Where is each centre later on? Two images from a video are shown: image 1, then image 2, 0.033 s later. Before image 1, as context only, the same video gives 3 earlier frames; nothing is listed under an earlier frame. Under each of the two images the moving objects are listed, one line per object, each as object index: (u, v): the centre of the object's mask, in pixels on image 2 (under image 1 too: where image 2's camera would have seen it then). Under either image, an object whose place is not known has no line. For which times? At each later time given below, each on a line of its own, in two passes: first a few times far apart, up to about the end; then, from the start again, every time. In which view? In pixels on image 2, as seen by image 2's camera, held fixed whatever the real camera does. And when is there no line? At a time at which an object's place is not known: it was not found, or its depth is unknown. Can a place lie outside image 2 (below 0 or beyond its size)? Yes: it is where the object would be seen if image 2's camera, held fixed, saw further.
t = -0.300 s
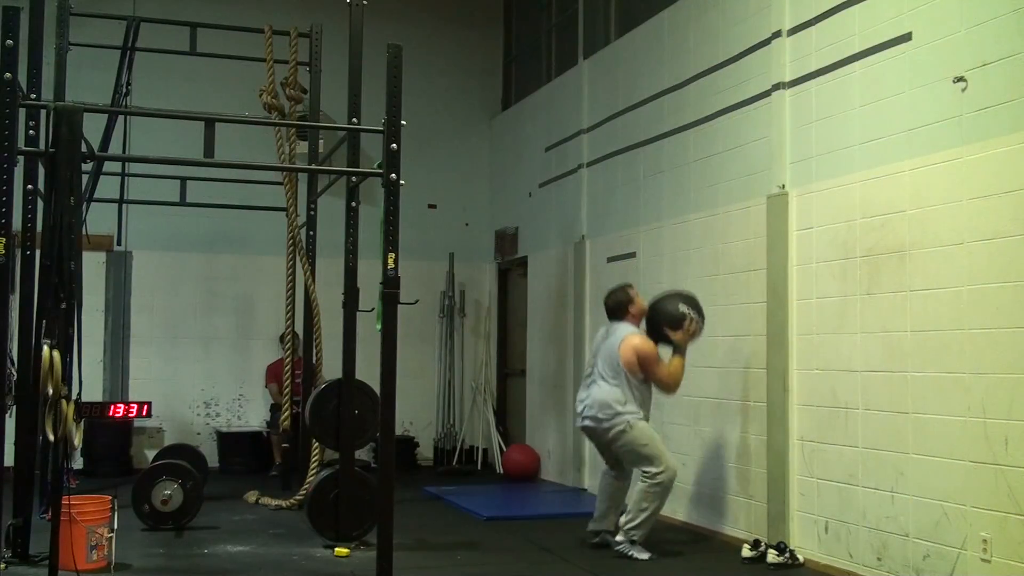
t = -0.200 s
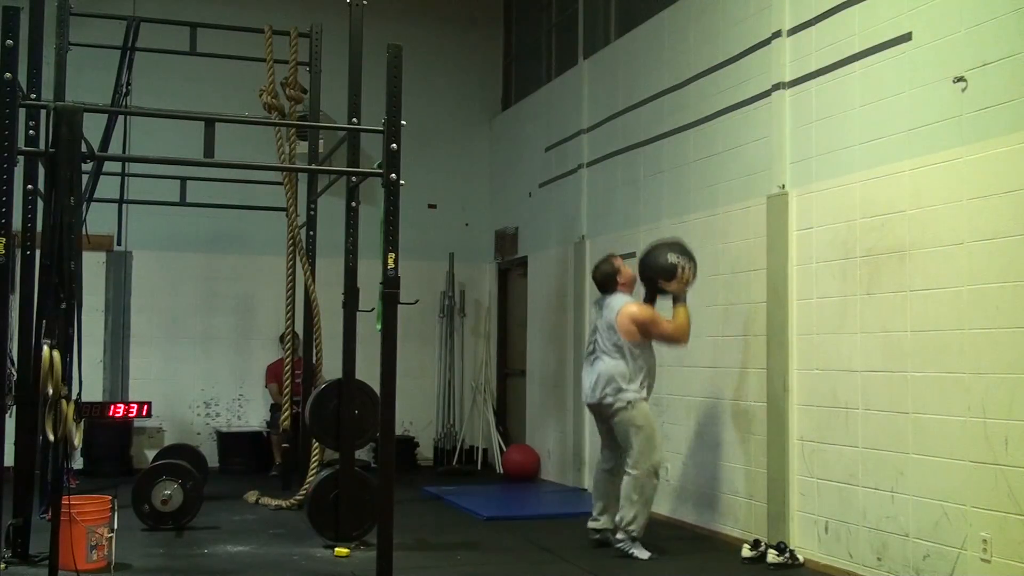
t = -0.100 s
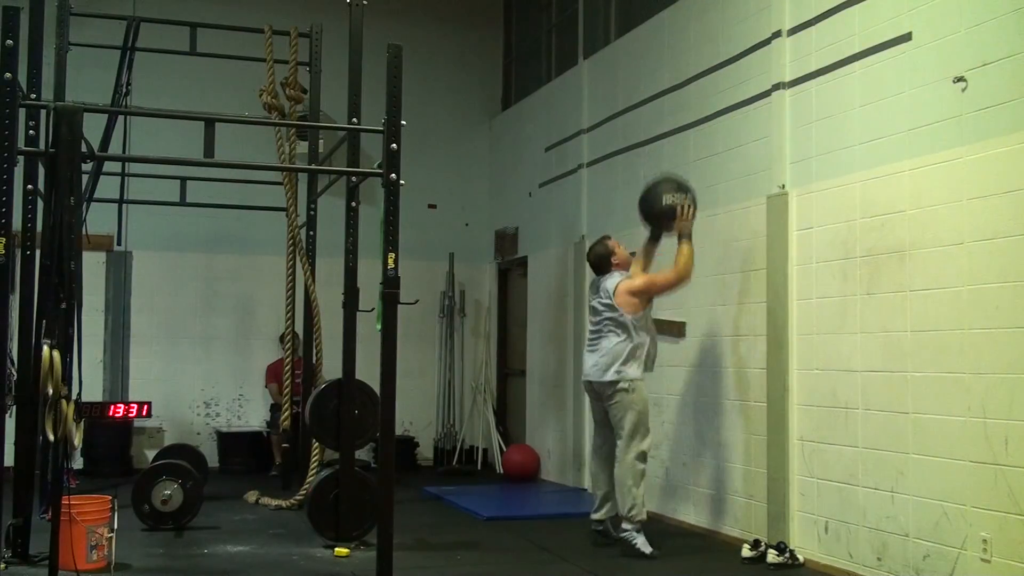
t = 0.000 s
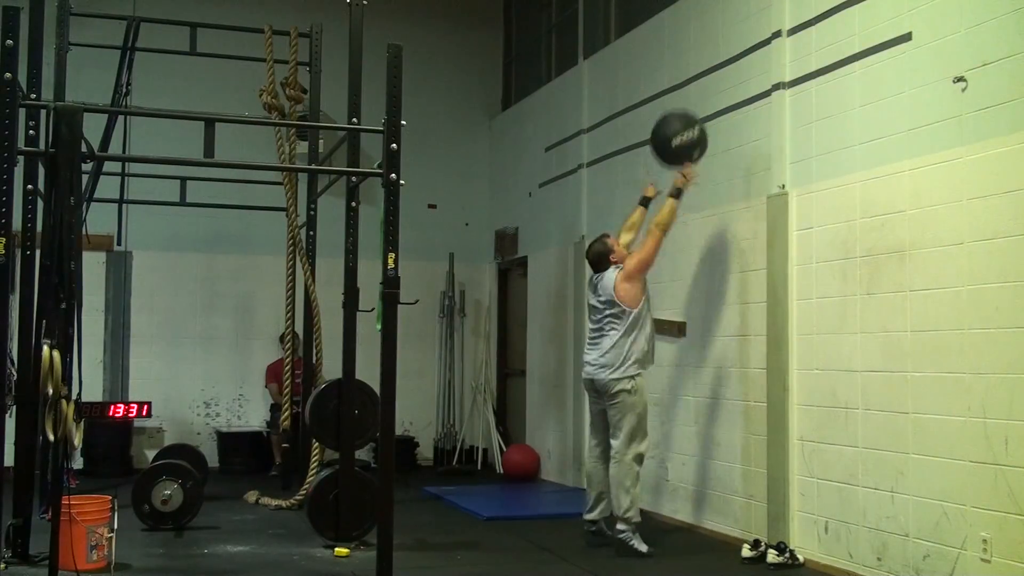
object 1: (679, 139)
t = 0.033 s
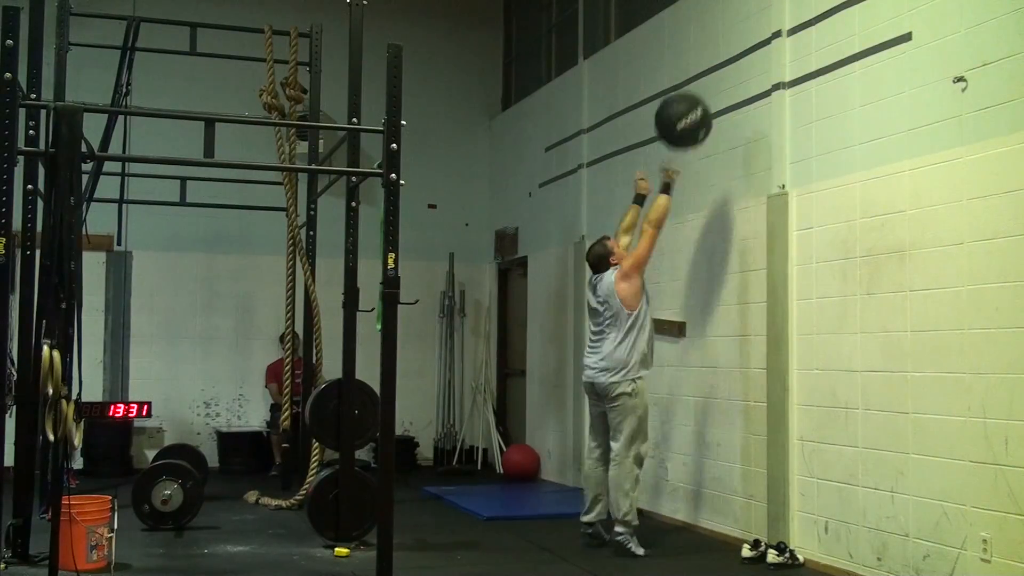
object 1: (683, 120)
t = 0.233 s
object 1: (707, 46)
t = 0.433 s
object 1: (730, 32)
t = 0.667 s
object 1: (714, 94)
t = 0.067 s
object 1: (687, 104)
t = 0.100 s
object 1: (691, 89)
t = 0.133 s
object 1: (695, 75)
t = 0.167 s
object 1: (699, 64)
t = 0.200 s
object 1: (703, 54)
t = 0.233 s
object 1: (707, 46)
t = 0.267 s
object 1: (712, 39)
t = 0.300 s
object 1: (715, 34)
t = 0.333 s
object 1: (719, 31)
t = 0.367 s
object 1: (724, 30)
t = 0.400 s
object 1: (728, 30)
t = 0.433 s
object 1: (730, 32)
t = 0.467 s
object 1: (728, 36)
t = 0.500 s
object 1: (726, 41)
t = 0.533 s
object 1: (723, 48)
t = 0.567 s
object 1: (721, 57)
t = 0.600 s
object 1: (718, 67)
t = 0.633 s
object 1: (716, 79)
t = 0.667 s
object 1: (714, 94)
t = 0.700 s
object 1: (711, 110)
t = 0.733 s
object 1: (709, 127)
